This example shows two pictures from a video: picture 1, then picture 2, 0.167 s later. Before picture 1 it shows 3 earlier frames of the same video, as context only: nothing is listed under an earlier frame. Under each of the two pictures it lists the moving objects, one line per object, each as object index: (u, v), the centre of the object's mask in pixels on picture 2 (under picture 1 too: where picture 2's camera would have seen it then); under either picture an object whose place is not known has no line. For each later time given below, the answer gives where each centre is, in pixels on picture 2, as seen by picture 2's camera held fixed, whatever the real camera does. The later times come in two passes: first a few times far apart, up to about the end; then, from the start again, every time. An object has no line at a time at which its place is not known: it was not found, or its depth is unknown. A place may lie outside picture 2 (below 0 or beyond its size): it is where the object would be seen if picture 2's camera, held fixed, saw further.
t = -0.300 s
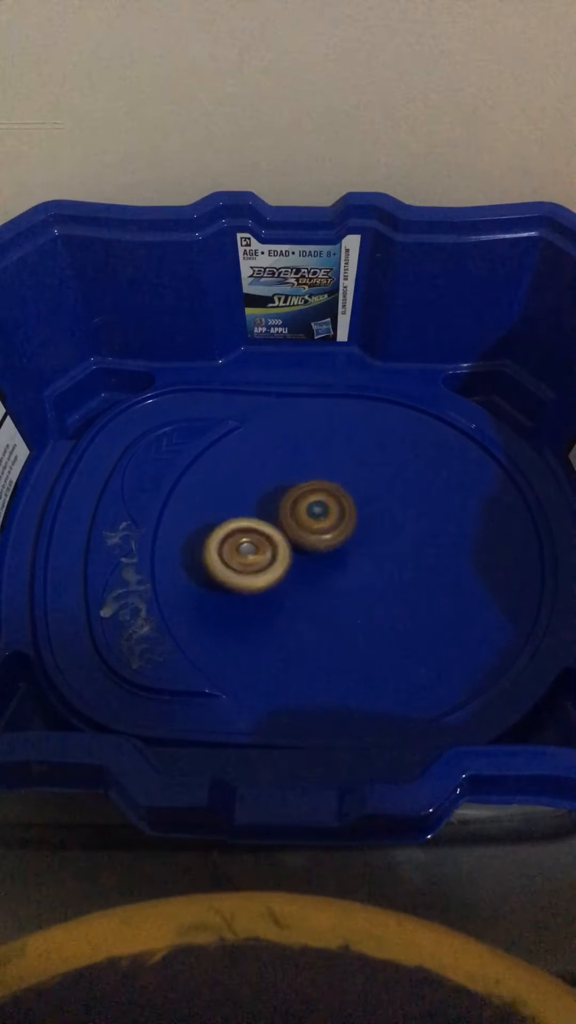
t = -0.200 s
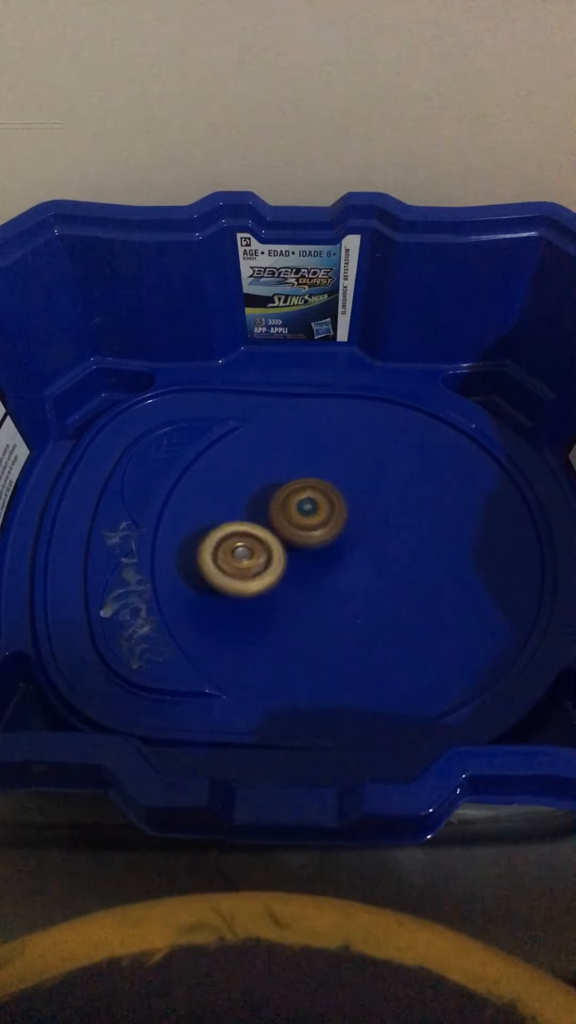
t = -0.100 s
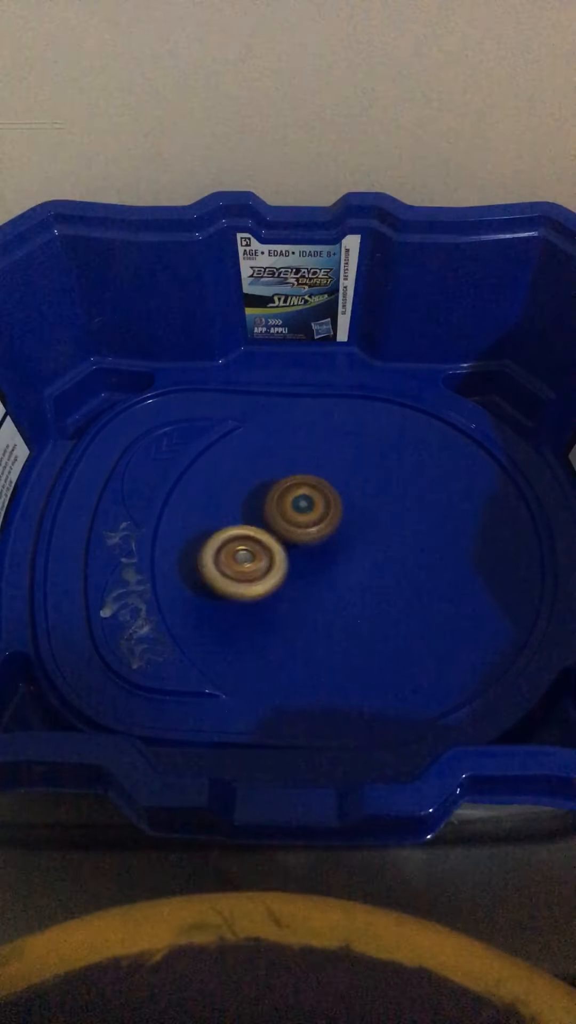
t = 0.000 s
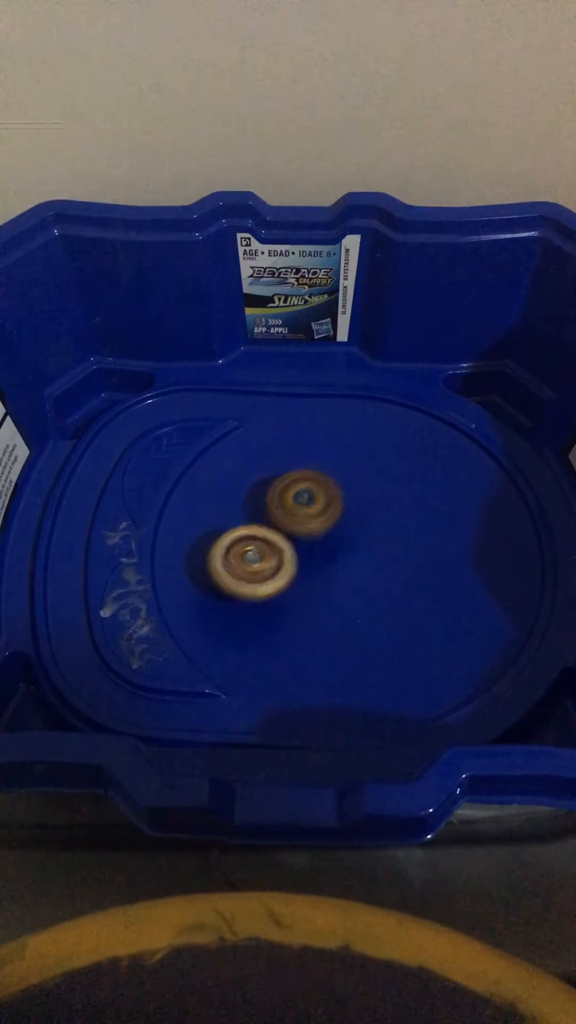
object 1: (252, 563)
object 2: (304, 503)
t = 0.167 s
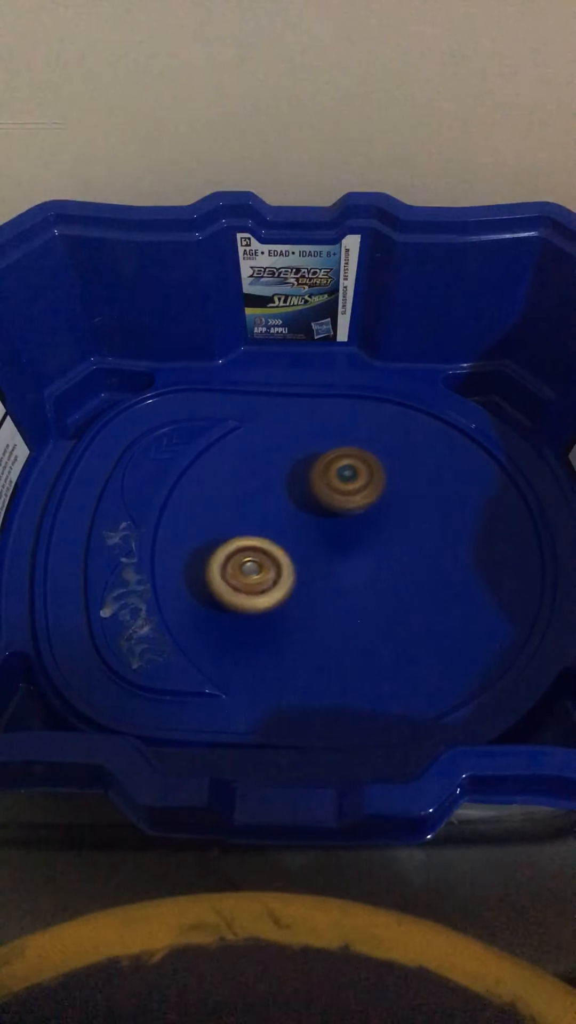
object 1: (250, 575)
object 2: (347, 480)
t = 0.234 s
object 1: (257, 572)
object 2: (359, 480)
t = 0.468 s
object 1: (288, 552)
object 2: (387, 499)
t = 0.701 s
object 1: (304, 538)
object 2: (403, 516)
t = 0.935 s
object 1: (317, 517)
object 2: (406, 534)
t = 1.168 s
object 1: (291, 497)
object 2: (397, 557)
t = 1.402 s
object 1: (289, 496)
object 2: (366, 555)
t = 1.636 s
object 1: (294, 504)
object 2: (392, 538)
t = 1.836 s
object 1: (306, 514)
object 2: (394, 559)
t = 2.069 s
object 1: (320, 514)
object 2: (375, 579)
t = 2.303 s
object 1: (329, 503)
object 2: (346, 589)
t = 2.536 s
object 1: (327, 497)
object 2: (313, 580)
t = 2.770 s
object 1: (328, 484)
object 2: (289, 567)
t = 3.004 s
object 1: (334, 486)
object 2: (283, 546)
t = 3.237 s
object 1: (371, 462)
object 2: (247, 572)
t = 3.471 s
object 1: (380, 487)
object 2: (263, 566)
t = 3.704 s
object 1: (389, 518)
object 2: (294, 564)
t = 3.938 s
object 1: (398, 538)
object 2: (303, 567)
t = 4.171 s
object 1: (391, 551)
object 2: (300, 556)
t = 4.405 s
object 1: (388, 553)
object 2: (290, 538)
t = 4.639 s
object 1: (375, 553)
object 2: (290, 513)
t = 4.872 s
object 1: (364, 561)
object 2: (311, 495)
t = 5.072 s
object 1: (357, 570)
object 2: (329, 492)
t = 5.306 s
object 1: (351, 582)
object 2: (341, 498)
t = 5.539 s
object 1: (337, 592)
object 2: (335, 506)
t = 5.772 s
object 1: (326, 587)
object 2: (333, 511)
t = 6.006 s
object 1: (315, 593)
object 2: (323, 490)
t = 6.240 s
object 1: (310, 574)
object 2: (327, 485)
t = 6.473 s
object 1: (306, 584)
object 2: (338, 468)
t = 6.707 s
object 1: (306, 594)
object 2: (355, 475)
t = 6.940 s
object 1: (311, 581)
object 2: (352, 511)
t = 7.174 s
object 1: (310, 596)
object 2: (371, 477)
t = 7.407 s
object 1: (321, 579)
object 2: (376, 479)
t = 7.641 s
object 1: (326, 572)
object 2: (357, 494)
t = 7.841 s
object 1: (327, 581)
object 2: (340, 510)
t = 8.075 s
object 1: (318, 593)
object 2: (334, 505)
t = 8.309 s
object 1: (309, 579)
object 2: (337, 507)
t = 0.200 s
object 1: (253, 574)
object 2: (354, 479)
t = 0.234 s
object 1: (257, 572)
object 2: (359, 480)
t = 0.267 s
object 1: (261, 570)
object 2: (365, 481)
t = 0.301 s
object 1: (265, 568)
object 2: (371, 483)
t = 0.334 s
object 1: (270, 565)
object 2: (375, 486)
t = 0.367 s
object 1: (274, 562)
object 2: (380, 488)
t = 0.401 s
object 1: (278, 559)
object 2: (382, 491)
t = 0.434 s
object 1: (283, 555)
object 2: (385, 495)
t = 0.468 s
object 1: (288, 552)
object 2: (387, 499)
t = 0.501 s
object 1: (294, 548)
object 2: (387, 503)
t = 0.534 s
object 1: (299, 545)
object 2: (387, 507)
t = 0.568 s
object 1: (304, 541)
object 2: (387, 511)
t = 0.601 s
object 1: (306, 540)
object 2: (389, 512)
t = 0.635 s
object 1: (306, 538)
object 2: (393, 514)
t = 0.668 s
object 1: (305, 538)
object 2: (399, 515)
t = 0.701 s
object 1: (304, 538)
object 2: (403, 516)
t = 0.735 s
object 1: (305, 537)
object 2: (405, 518)
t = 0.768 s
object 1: (306, 536)
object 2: (408, 521)
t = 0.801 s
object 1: (308, 534)
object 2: (409, 523)
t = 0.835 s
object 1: (311, 531)
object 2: (410, 526)
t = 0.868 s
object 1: (313, 527)
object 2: (410, 529)
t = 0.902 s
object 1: (315, 522)
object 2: (408, 532)
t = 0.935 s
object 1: (317, 517)
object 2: (406, 534)
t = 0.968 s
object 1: (317, 512)
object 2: (404, 537)
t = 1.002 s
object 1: (311, 506)
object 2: (407, 542)
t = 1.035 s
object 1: (305, 503)
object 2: (408, 545)
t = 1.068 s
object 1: (300, 501)
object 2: (407, 548)
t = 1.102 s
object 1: (296, 500)
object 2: (404, 552)
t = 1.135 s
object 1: (293, 498)
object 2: (401, 555)
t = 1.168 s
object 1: (291, 497)
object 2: (397, 557)
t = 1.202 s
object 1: (289, 496)
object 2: (392, 558)
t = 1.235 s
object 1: (288, 495)
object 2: (386, 560)
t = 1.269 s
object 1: (288, 495)
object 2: (381, 560)
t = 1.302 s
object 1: (287, 495)
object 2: (375, 559)
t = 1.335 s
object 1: (287, 495)
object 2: (370, 559)
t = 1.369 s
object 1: (288, 495)
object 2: (366, 557)
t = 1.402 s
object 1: (289, 496)
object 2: (366, 555)
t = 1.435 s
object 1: (291, 497)
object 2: (368, 551)
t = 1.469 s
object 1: (293, 499)
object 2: (372, 547)
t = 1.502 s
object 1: (295, 500)
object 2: (376, 542)
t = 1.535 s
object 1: (297, 502)
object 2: (378, 537)
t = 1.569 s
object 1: (295, 502)
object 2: (385, 536)
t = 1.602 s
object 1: (294, 503)
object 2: (389, 536)
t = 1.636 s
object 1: (294, 504)
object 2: (392, 538)
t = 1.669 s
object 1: (295, 505)
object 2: (393, 541)
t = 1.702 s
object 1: (297, 507)
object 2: (394, 544)
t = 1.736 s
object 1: (299, 508)
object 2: (395, 547)
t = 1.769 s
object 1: (301, 510)
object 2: (396, 551)
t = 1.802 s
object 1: (303, 512)
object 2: (395, 555)
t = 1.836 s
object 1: (306, 514)
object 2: (394, 559)
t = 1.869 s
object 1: (308, 515)
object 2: (393, 562)
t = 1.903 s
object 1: (310, 515)
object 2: (391, 565)
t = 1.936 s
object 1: (312, 516)
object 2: (388, 568)
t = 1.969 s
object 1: (314, 517)
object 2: (386, 570)
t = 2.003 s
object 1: (316, 517)
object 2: (382, 572)
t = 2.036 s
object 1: (318, 516)
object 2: (379, 576)
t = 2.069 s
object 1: (320, 514)
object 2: (375, 579)
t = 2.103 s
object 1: (322, 513)
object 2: (371, 581)
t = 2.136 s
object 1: (324, 512)
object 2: (366, 582)
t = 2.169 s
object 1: (325, 512)
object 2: (361, 584)
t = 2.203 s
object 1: (327, 511)
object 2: (356, 584)
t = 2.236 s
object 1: (329, 509)
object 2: (352, 585)
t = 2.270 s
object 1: (329, 506)
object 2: (349, 588)
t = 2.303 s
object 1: (329, 503)
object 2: (346, 589)
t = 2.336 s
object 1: (328, 502)
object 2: (341, 589)
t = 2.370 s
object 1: (328, 501)
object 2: (336, 589)
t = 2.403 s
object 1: (328, 500)
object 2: (331, 588)
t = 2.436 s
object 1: (327, 499)
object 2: (327, 587)
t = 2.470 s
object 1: (327, 498)
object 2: (322, 585)
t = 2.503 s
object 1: (327, 497)
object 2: (318, 583)
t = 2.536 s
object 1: (327, 497)
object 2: (313, 580)
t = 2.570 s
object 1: (327, 496)
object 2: (309, 577)
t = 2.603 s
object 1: (327, 496)
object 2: (306, 574)
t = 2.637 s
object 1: (326, 496)
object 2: (302, 570)
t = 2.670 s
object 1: (327, 495)
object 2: (299, 568)
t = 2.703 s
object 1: (328, 490)
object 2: (295, 569)
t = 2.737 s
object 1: (328, 486)
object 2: (291, 569)
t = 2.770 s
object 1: (328, 484)
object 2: (289, 567)
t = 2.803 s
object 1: (329, 483)
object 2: (287, 565)
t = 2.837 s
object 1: (329, 482)
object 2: (285, 563)
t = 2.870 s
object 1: (329, 482)
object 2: (284, 560)
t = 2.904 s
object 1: (330, 482)
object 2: (283, 556)
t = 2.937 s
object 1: (331, 483)
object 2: (283, 552)
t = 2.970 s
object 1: (332, 484)
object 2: (283, 549)
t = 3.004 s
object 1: (334, 486)
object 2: (283, 546)
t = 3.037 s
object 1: (343, 478)
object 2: (274, 555)
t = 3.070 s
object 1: (353, 471)
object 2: (265, 562)
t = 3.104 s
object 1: (359, 466)
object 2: (259, 566)
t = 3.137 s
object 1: (363, 463)
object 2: (254, 569)
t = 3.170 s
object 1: (366, 462)
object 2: (251, 570)
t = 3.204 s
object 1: (368, 461)
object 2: (248, 571)
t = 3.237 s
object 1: (371, 462)
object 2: (247, 572)
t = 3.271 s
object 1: (373, 464)
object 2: (246, 572)
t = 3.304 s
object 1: (375, 466)
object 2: (246, 572)
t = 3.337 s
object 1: (377, 470)
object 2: (247, 571)
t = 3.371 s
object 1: (378, 473)
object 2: (249, 570)
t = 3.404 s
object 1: (379, 477)
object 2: (253, 569)
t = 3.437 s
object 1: (380, 482)
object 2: (258, 567)
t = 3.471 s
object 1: (380, 487)
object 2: (263, 566)
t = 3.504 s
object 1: (379, 492)
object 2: (269, 564)
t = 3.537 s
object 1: (378, 497)
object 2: (276, 562)
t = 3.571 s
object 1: (377, 503)
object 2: (284, 560)
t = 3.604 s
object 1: (375, 509)
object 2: (292, 558)
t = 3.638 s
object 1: (374, 515)
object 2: (300, 557)
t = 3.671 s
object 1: (382, 517)
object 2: (296, 561)
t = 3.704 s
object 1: (389, 518)
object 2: (294, 564)
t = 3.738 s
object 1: (393, 520)
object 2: (295, 565)
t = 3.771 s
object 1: (394, 522)
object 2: (297, 564)
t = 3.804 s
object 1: (393, 525)
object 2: (301, 564)
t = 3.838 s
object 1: (393, 529)
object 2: (304, 563)
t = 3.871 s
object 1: (392, 534)
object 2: (308, 564)
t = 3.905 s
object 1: (395, 536)
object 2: (305, 565)
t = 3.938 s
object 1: (398, 538)
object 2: (303, 567)
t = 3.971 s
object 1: (399, 540)
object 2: (301, 567)
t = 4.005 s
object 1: (400, 542)
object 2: (300, 566)
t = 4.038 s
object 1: (400, 544)
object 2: (299, 564)
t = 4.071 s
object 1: (398, 546)
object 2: (299, 562)
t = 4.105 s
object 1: (395, 548)
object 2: (299, 560)
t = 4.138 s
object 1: (392, 550)
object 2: (300, 557)
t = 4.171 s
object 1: (391, 551)
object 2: (300, 556)
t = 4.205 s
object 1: (394, 552)
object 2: (297, 553)
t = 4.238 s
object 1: (395, 552)
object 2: (296, 551)
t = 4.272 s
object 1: (394, 551)
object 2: (295, 549)
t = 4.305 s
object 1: (392, 551)
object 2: (295, 546)
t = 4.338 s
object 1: (389, 551)
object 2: (296, 543)
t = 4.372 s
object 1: (388, 552)
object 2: (294, 541)
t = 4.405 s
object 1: (388, 553)
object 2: (290, 538)
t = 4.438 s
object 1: (387, 553)
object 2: (288, 535)
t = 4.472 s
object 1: (386, 554)
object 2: (286, 531)
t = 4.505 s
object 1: (384, 554)
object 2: (285, 527)
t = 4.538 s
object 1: (382, 554)
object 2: (285, 524)
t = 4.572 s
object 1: (380, 553)
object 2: (286, 520)
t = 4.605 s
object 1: (377, 553)
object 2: (288, 516)
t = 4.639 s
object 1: (375, 553)
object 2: (290, 513)
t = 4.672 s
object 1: (373, 551)
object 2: (292, 509)
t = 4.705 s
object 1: (369, 550)
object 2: (295, 507)
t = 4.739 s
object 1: (366, 551)
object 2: (299, 504)
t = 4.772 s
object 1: (365, 555)
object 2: (302, 501)
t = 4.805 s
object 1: (365, 559)
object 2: (304, 499)
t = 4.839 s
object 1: (365, 560)
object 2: (307, 497)
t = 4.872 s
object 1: (364, 561)
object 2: (311, 495)
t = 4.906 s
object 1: (363, 562)
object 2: (314, 494)
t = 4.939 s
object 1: (362, 562)
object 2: (318, 494)
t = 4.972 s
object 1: (360, 562)
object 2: (322, 494)
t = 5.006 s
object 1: (358, 563)
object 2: (326, 495)
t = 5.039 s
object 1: (357, 565)
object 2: (329, 495)
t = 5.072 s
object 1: (357, 570)
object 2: (329, 492)
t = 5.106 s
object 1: (357, 573)
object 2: (332, 491)
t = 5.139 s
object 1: (356, 576)
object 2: (334, 491)
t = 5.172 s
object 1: (356, 578)
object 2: (335, 492)
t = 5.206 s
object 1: (355, 580)
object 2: (337, 493)
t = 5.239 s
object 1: (354, 581)
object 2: (338, 495)
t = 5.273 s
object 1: (353, 582)
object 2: (340, 496)
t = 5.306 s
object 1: (351, 582)
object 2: (341, 498)
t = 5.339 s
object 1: (349, 582)
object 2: (341, 500)
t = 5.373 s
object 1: (348, 582)
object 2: (340, 503)
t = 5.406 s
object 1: (345, 581)
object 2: (341, 506)
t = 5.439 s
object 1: (343, 581)
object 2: (340, 508)
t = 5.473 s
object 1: (340, 586)
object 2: (337, 506)
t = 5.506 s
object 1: (339, 590)
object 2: (335, 505)
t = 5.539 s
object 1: (337, 592)
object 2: (335, 506)
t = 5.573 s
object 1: (336, 594)
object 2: (335, 505)
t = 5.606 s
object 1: (335, 594)
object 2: (335, 504)
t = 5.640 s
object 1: (333, 594)
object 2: (335, 504)
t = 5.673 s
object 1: (331, 593)
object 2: (336, 505)
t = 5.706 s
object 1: (330, 592)
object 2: (336, 507)
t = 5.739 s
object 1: (328, 590)
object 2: (335, 509)
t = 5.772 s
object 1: (326, 587)
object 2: (333, 511)
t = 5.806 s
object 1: (324, 585)
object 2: (330, 512)
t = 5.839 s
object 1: (321, 585)
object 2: (327, 510)
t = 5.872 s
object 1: (319, 589)
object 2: (324, 504)
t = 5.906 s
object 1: (318, 592)
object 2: (323, 499)
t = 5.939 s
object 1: (318, 593)
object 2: (322, 496)
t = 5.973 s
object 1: (316, 593)
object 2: (322, 492)
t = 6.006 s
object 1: (315, 593)
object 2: (323, 490)
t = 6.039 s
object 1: (314, 591)
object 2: (323, 488)
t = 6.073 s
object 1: (312, 590)
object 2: (323, 486)
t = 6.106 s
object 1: (312, 588)
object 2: (324, 484)
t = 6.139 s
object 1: (311, 585)
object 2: (325, 483)
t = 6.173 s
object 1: (310, 582)
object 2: (326, 483)
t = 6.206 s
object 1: (310, 578)
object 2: (327, 484)
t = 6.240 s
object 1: (310, 574)
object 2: (327, 485)
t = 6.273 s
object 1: (310, 570)
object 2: (328, 486)
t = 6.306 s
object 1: (311, 566)
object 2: (329, 489)
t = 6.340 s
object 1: (311, 561)
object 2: (329, 491)
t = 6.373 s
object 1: (310, 561)
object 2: (330, 489)
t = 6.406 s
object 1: (307, 570)
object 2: (334, 478)
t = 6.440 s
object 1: (306, 579)
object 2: (336, 472)
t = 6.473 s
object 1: (306, 584)
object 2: (338, 468)
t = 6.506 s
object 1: (306, 587)
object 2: (341, 466)
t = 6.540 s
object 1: (307, 590)
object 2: (344, 465)
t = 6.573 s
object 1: (307, 591)
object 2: (347, 466)
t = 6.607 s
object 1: (306, 592)
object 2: (349, 467)
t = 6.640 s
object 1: (306, 593)
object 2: (352, 469)
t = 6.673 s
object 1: (305, 594)
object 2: (354, 471)
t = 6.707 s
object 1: (306, 594)
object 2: (355, 475)
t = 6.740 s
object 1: (305, 593)
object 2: (356, 479)
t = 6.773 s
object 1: (306, 593)
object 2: (356, 484)
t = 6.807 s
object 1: (307, 591)
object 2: (356, 489)
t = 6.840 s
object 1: (308, 589)
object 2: (355, 494)
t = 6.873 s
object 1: (309, 587)
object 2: (355, 499)
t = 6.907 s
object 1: (310, 584)
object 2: (353, 504)
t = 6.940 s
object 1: (311, 581)
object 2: (352, 511)
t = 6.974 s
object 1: (313, 579)
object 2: (349, 514)
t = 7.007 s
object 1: (308, 585)
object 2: (351, 503)
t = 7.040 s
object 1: (304, 591)
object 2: (355, 494)
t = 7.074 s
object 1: (303, 595)
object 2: (359, 487)
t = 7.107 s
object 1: (306, 596)
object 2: (363, 482)
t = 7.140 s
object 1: (308, 597)
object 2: (368, 479)
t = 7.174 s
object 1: (310, 596)
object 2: (371, 477)
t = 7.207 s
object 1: (310, 595)
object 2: (374, 474)
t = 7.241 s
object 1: (312, 594)
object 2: (377, 472)
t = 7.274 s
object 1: (313, 592)
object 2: (378, 472)
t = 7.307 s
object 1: (315, 590)
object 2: (379, 472)
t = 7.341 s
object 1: (316, 587)
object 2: (378, 472)
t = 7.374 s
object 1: (317, 585)
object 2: (378, 474)
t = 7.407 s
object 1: (321, 579)
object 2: (376, 479)
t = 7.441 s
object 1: (324, 576)
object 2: (374, 482)
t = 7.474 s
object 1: (325, 572)
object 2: (372, 485)
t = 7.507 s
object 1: (328, 569)
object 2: (369, 489)
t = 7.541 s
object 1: (331, 565)
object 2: (365, 494)
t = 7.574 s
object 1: (331, 563)
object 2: (362, 497)
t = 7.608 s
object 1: (327, 567)
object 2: (360, 495)
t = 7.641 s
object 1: (326, 572)
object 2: (357, 494)
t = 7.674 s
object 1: (327, 574)
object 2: (354, 495)
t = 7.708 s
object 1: (327, 576)
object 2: (352, 497)
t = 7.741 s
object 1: (327, 578)
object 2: (349, 500)
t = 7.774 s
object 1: (327, 580)
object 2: (346, 503)
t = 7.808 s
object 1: (327, 580)
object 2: (343, 506)
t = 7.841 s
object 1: (327, 581)
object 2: (340, 510)
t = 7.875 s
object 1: (324, 585)
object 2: (337, 509)
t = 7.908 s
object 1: (322, 590)
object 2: (335, 506)
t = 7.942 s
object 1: (321, 593)
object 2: (334, 506)
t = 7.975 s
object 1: (321, 594)
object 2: (333, 505)
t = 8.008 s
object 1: (319, 594)
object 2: (334, 504)
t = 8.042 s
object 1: (318, 594)
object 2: (334, 505)
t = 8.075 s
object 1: (318, 593)
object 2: (334, 505)
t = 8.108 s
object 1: (316, 592)
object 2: (335, 505)
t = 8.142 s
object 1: (313, 591)
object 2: (336, 506)
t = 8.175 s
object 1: (313, 589)
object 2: (336, 506)
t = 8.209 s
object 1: (312, 586)
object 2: (337, 507)
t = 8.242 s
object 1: (311, 583)
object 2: (337, 507)
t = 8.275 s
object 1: (311, 580)
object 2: (336, 508)
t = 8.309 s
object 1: (309, 579)
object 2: (337, 507)
